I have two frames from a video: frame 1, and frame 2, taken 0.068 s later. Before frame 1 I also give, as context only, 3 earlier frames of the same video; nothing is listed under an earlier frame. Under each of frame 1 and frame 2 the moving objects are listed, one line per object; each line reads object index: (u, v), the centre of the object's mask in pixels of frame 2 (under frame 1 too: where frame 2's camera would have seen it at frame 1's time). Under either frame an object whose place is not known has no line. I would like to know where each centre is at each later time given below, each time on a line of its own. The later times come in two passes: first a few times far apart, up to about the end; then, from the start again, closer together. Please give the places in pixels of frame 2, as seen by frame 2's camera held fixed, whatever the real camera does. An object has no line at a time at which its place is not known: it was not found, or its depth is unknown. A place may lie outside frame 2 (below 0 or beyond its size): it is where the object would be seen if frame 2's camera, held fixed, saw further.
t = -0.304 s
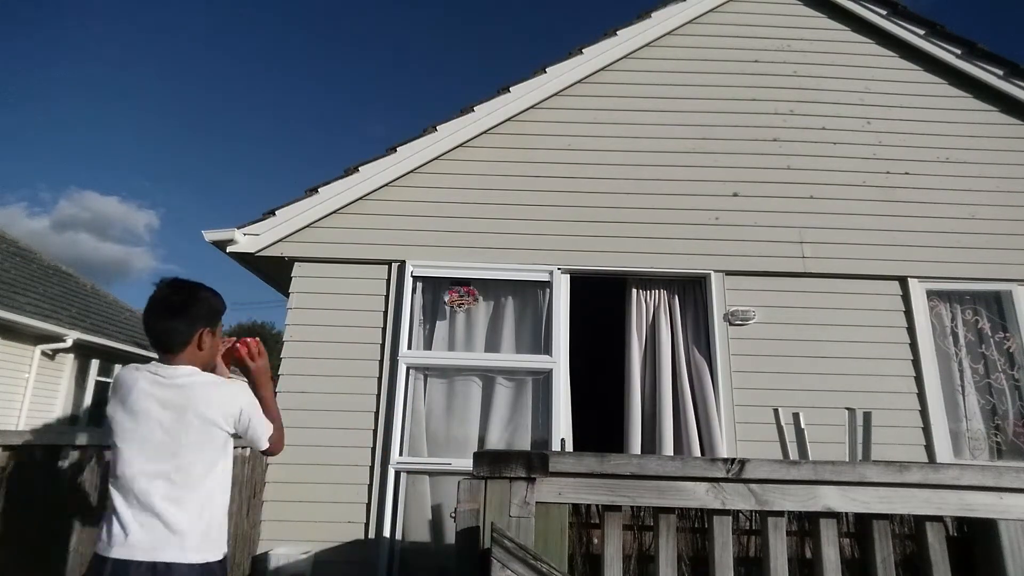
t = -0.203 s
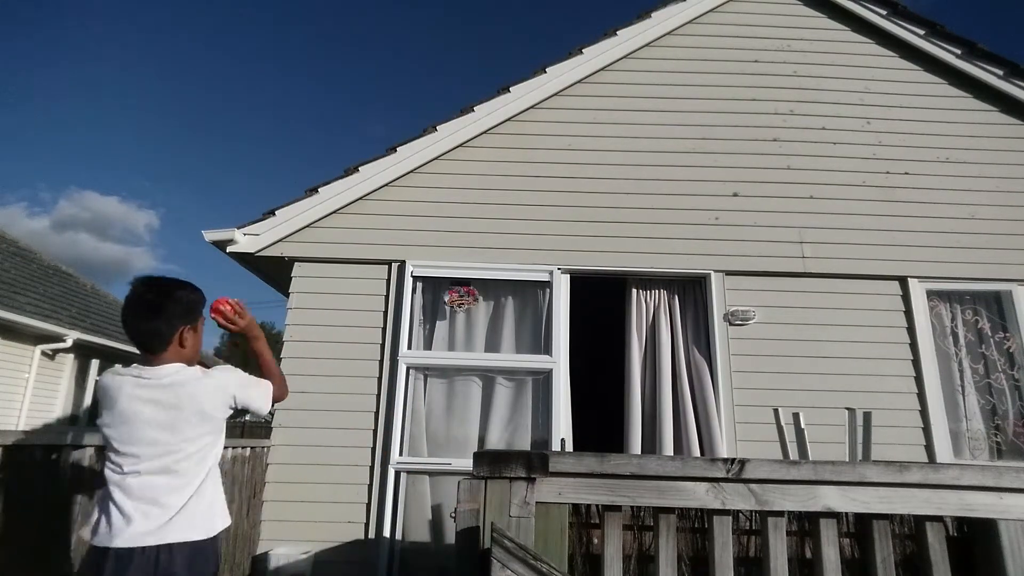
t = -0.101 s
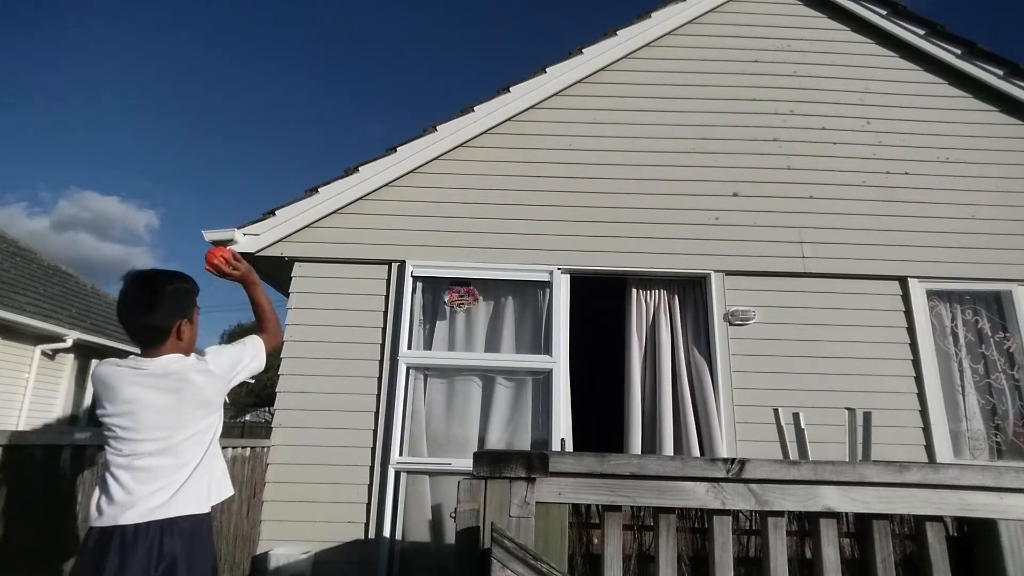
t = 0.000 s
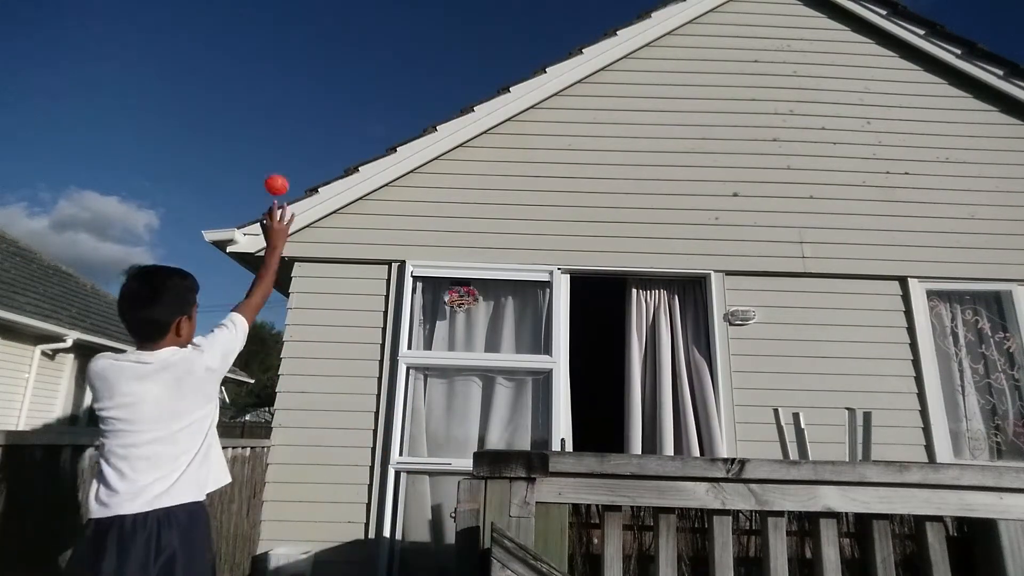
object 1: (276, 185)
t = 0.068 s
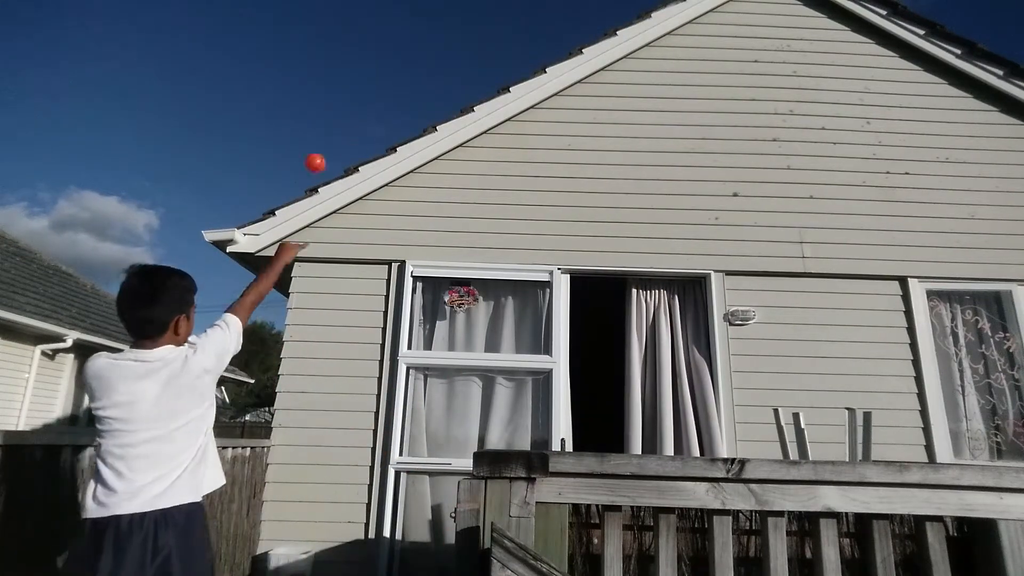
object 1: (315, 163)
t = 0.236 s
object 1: (377, 159)
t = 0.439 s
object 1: (419, 214)
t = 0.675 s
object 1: (446, 331)
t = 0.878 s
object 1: (459, 453)
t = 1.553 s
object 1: (513, 443)
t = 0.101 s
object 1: (331, 157)
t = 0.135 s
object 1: (345, 155)
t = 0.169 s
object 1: (357, 154)
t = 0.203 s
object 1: (368, 155)
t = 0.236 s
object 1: (377, 159)
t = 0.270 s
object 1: (386, 165)
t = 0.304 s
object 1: (394, 173)
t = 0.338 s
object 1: (402, 181)
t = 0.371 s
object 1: (408, 191)
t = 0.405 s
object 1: (414, 202)
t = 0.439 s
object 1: (419, 214)
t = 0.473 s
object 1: (424, 228)
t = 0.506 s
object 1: (429, 243)
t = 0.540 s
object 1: (433, 258)
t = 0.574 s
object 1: (437, 276)
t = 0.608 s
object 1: (440, 292)
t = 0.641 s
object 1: (444, 312)
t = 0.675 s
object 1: (446, 331)
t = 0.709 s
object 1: (449, 352)
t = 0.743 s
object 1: (451, 373)
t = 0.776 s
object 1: (454, 395)
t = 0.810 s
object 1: (455, 419)
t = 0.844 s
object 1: (457, 435)
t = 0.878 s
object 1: (459, 453)
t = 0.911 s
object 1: (460, 474)
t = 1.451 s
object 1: (505, 447)
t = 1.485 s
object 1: (507, 445)
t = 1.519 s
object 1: (510, 443)
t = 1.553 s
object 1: (513, 443)
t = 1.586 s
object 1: (517, 444)
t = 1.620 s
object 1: (520, 446)
